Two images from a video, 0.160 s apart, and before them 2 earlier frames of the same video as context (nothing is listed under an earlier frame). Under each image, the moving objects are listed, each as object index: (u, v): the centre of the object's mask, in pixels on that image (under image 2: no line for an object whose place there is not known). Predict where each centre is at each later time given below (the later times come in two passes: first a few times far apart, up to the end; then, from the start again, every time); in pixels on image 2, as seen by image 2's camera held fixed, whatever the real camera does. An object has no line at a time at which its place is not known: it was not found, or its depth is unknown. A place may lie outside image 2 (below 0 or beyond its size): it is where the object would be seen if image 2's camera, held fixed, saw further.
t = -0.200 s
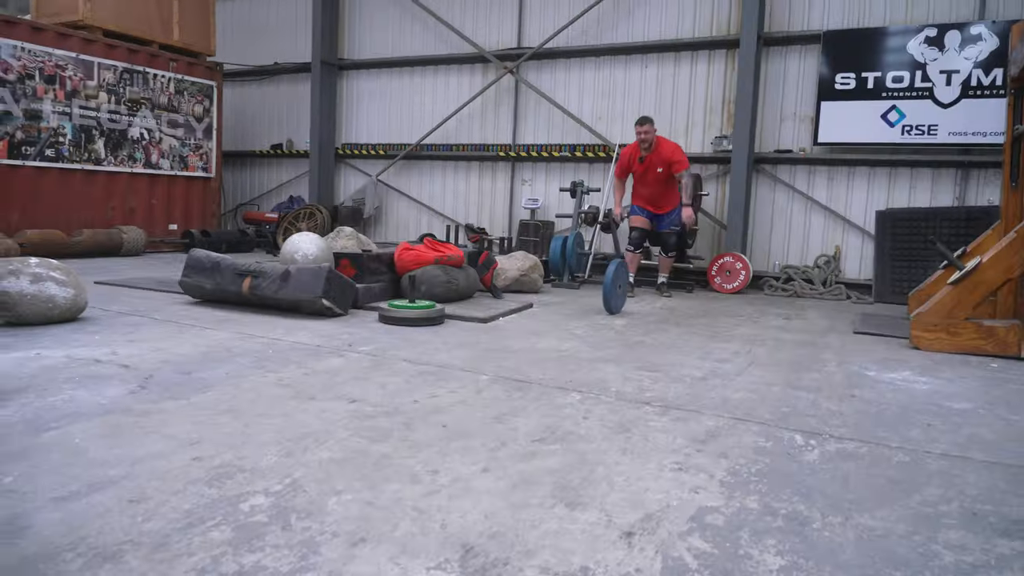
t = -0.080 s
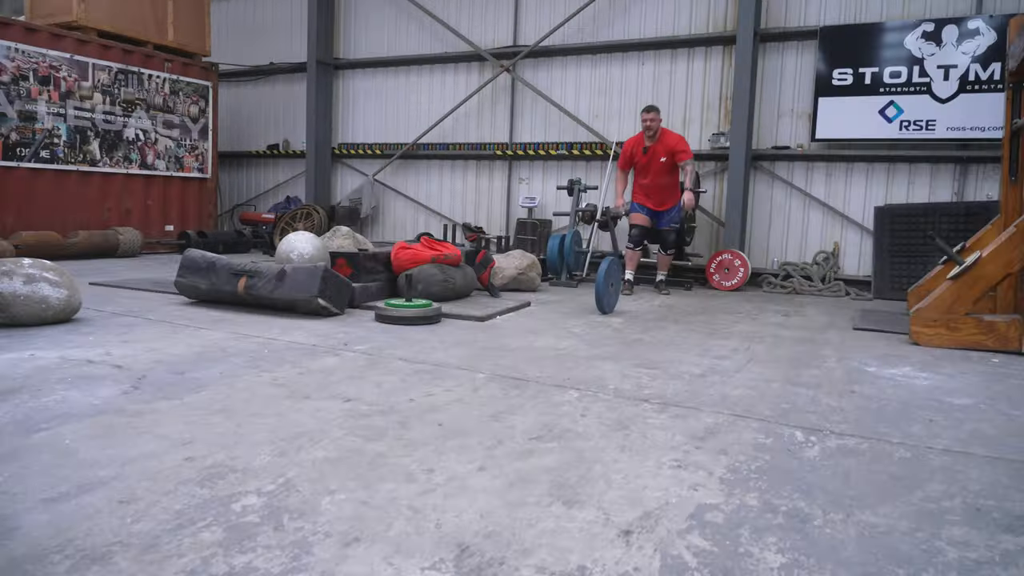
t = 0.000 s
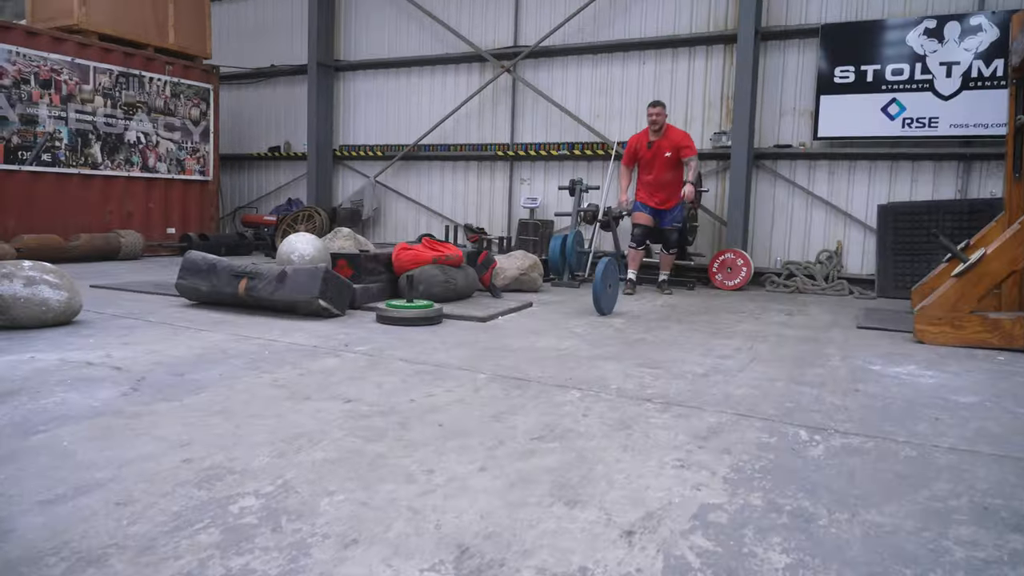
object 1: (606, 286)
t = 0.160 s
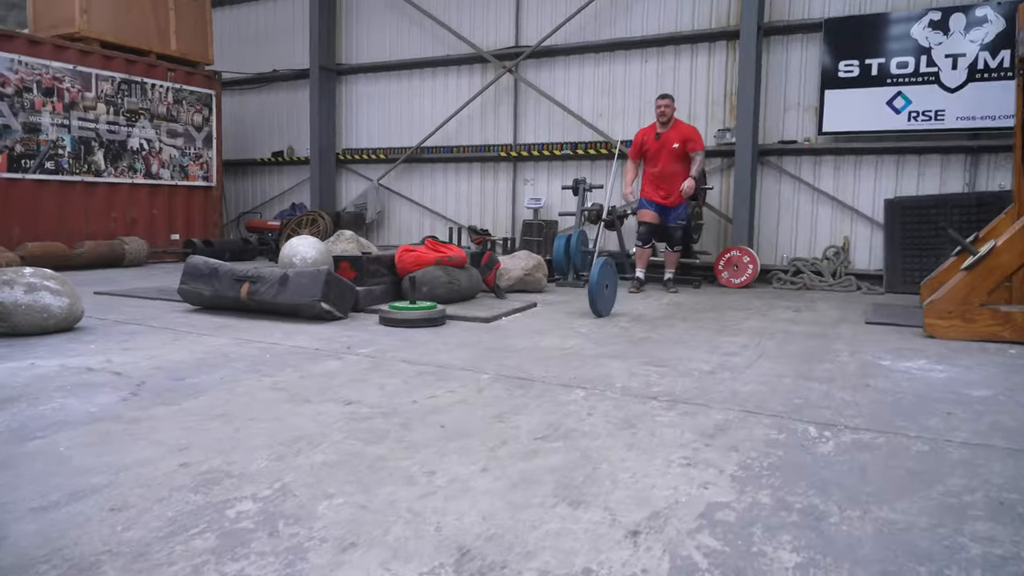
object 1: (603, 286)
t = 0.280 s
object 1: (598, 288)
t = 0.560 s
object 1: (583, 290)
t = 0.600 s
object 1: (580, 291)
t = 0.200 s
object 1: (601, 287)
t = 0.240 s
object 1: (599, 287)
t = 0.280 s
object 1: (598, 288)
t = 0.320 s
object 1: (596, 288)
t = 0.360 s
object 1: (594, 289)
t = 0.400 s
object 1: (592, 289)
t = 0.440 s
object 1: (589, 289)
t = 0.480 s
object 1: (587, 289)
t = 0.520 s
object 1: (585, 290)
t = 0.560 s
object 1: (583, 290)
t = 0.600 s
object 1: (580, 291)
